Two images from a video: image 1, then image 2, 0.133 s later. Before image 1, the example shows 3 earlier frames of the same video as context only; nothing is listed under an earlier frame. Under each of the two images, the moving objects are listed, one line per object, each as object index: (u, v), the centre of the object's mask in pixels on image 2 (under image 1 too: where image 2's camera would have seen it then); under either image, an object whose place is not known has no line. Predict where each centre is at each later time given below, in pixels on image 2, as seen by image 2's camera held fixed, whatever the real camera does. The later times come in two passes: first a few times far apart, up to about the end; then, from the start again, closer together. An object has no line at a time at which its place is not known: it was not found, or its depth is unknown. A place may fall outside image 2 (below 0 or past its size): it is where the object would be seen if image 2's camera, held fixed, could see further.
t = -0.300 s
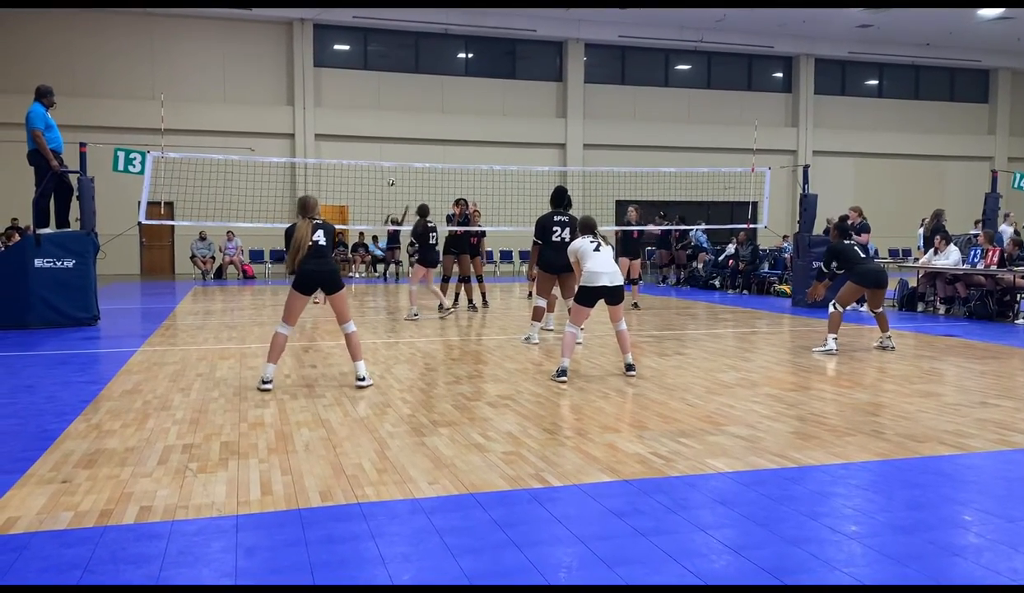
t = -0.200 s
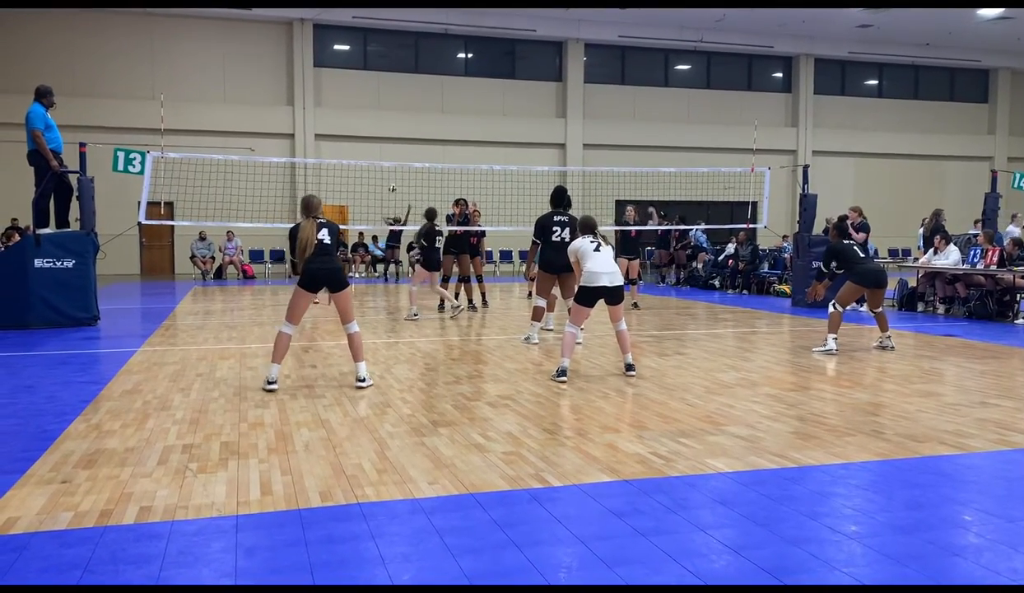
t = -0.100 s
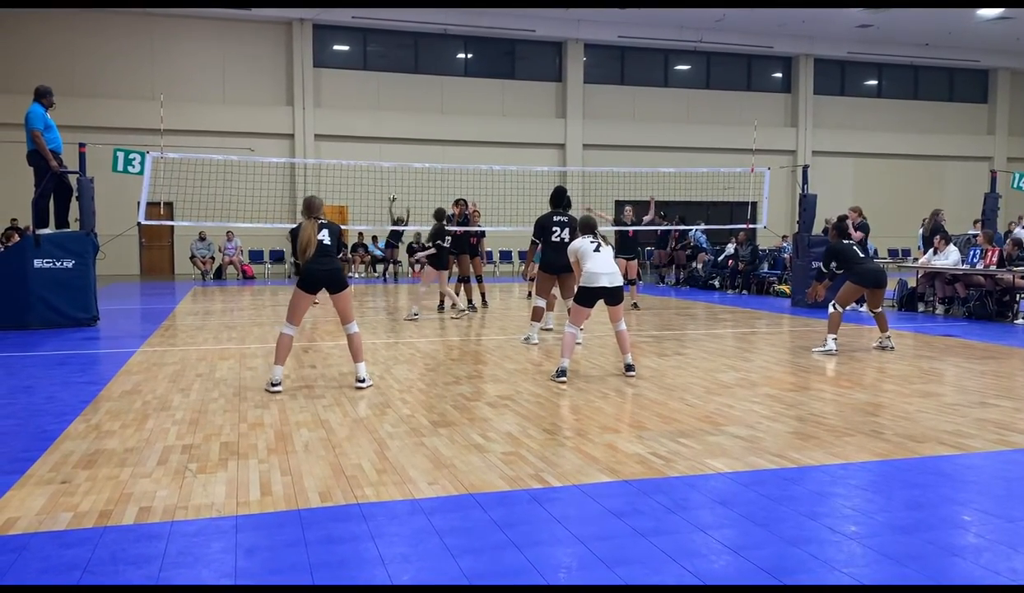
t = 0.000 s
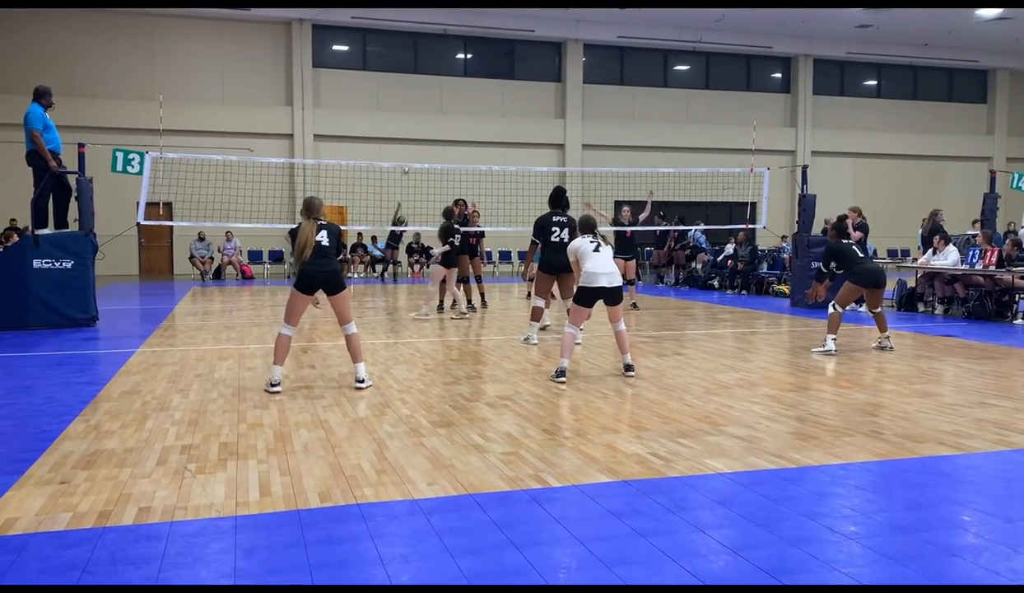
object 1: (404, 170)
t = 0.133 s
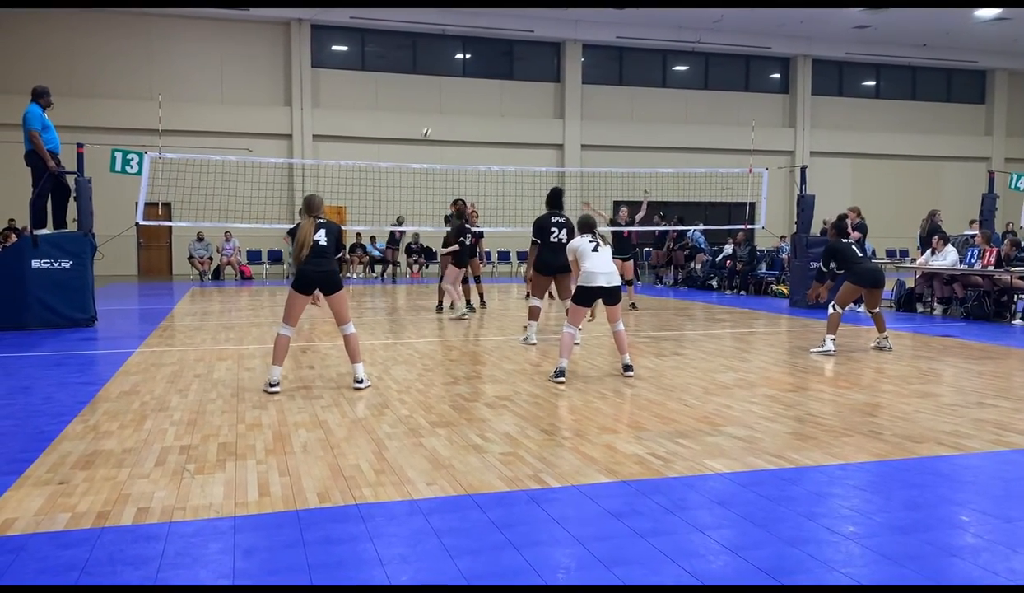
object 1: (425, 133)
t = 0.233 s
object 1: (444, 106)
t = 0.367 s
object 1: (473, 72)
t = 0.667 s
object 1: (549, 26)
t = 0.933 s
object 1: (636, 19)
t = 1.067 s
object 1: (690, 39)
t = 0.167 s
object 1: (432, 123)
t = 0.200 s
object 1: (437, 115)
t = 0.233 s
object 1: (444, 106)
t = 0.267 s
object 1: (451, 98)
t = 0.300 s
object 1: (458, 89)
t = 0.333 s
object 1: (466, 81)
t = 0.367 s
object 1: (473, 72)
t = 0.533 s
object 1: (512, 43)
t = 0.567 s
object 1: (521, 38)
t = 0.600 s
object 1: (530, 33)
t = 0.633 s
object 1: (539, 29)
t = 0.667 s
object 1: (549, 26)
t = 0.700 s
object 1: (558, 23)
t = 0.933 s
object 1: (636, 19)
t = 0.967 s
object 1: (650, 23)
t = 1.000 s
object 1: (662, 27)
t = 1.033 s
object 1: (678, 33)
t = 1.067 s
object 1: (690, 39)
